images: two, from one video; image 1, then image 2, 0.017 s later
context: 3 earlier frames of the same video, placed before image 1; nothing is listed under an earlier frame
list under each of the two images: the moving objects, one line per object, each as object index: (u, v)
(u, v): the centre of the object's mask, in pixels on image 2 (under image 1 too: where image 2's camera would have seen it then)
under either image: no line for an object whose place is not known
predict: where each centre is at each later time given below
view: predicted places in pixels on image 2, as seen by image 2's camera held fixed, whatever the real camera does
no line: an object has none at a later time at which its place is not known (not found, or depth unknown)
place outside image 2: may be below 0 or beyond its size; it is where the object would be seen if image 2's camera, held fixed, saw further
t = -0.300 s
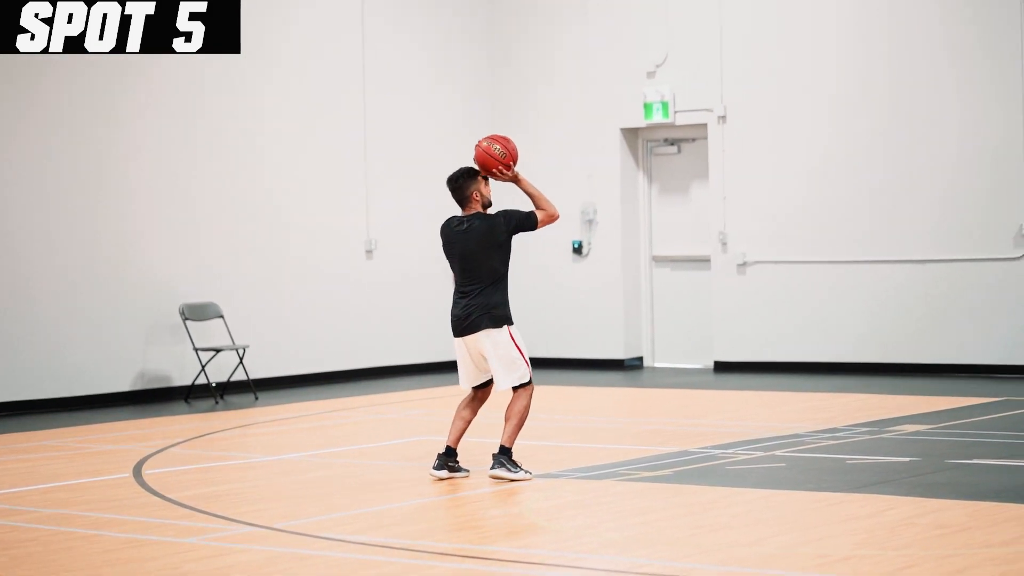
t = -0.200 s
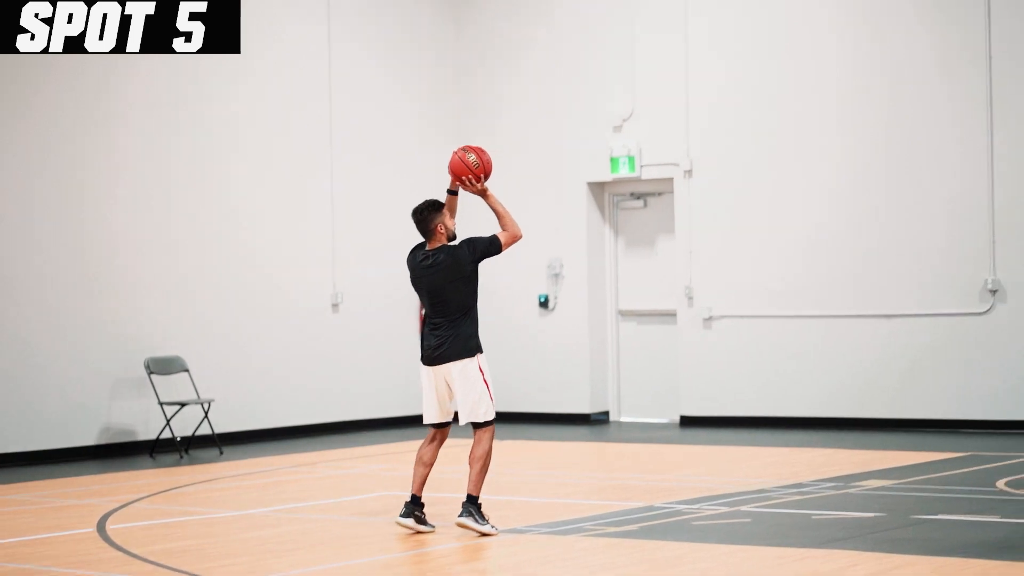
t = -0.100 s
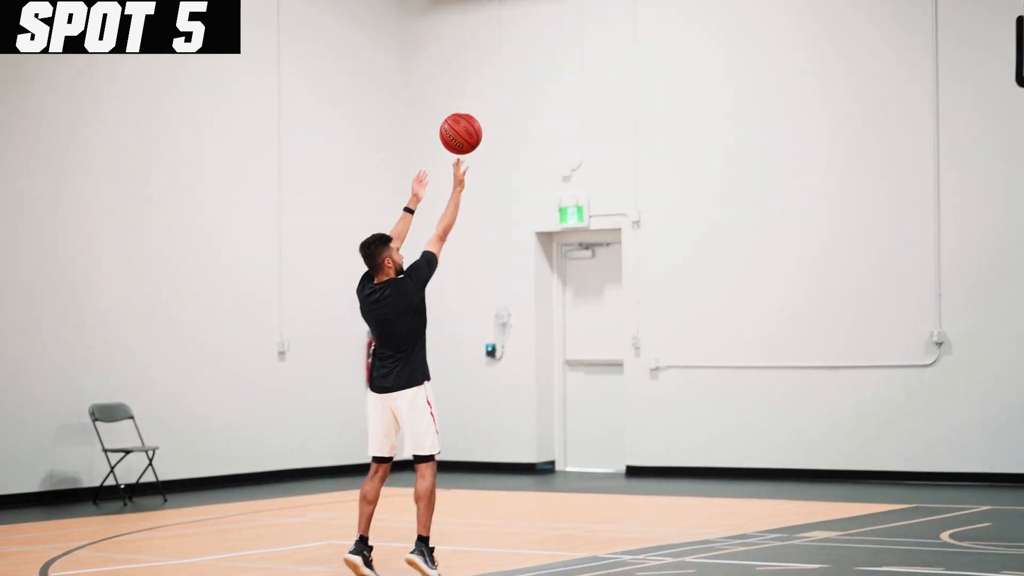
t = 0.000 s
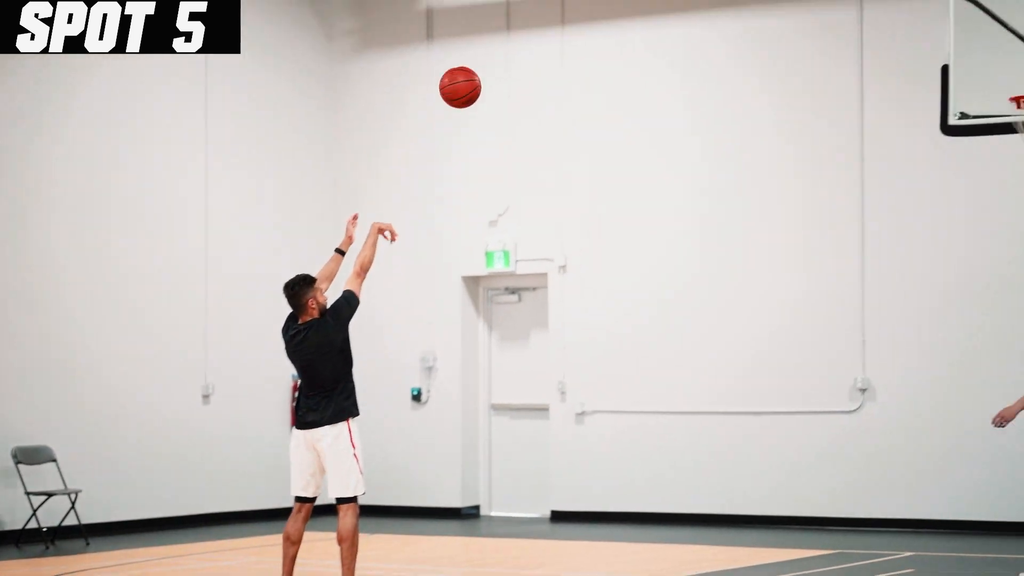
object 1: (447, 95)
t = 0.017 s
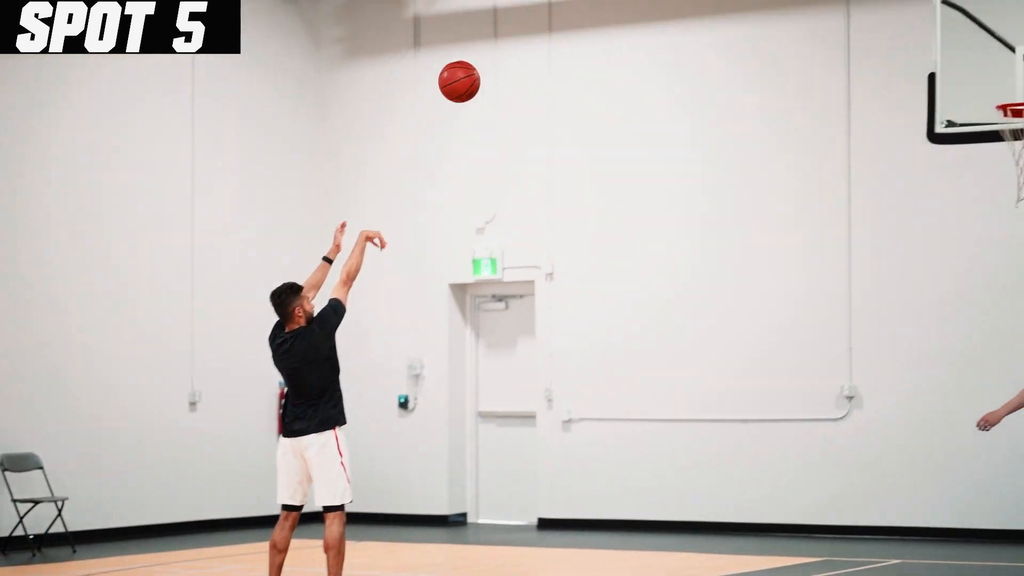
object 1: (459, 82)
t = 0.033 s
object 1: (471, 68)
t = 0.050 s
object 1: (483, 56)
